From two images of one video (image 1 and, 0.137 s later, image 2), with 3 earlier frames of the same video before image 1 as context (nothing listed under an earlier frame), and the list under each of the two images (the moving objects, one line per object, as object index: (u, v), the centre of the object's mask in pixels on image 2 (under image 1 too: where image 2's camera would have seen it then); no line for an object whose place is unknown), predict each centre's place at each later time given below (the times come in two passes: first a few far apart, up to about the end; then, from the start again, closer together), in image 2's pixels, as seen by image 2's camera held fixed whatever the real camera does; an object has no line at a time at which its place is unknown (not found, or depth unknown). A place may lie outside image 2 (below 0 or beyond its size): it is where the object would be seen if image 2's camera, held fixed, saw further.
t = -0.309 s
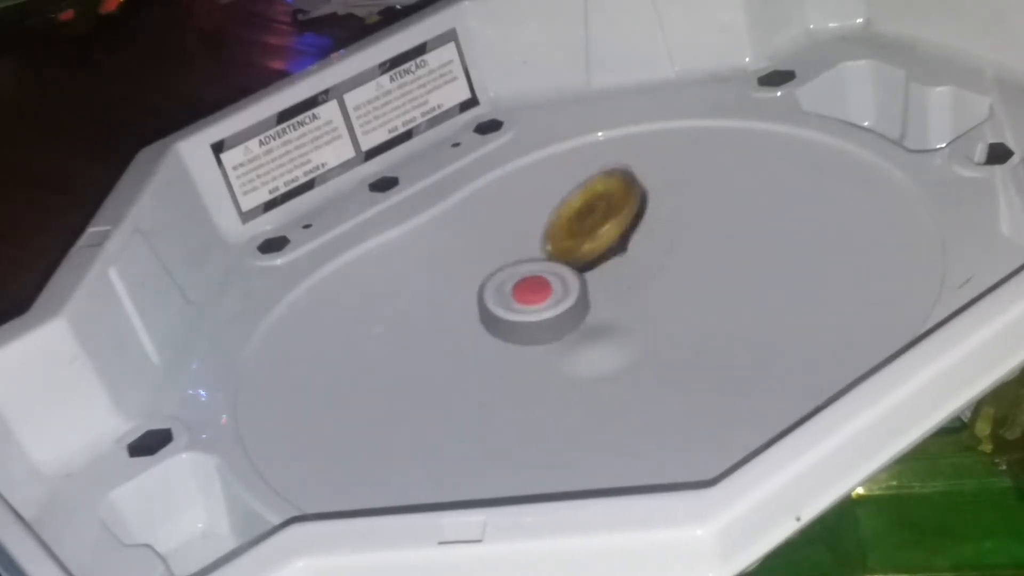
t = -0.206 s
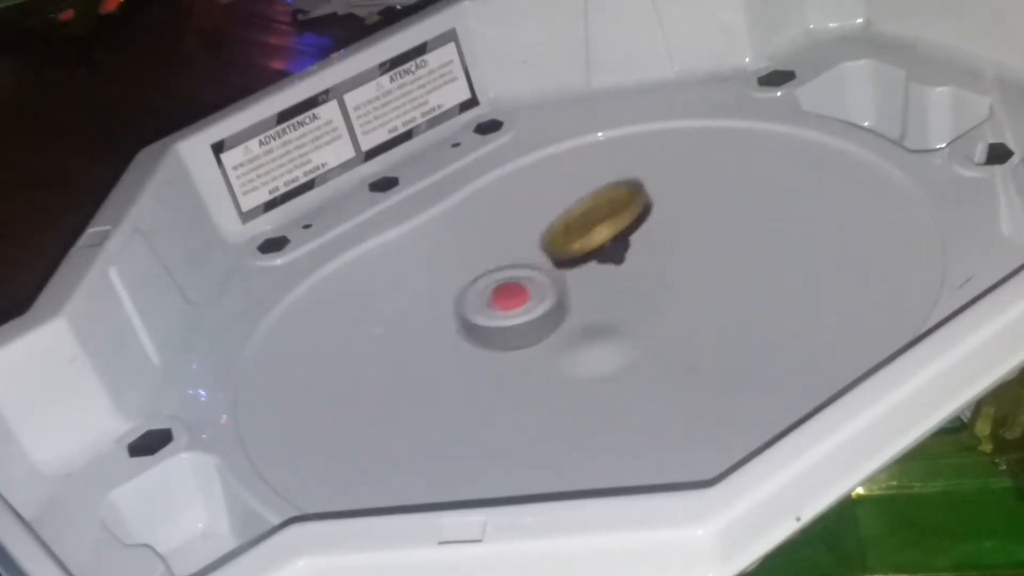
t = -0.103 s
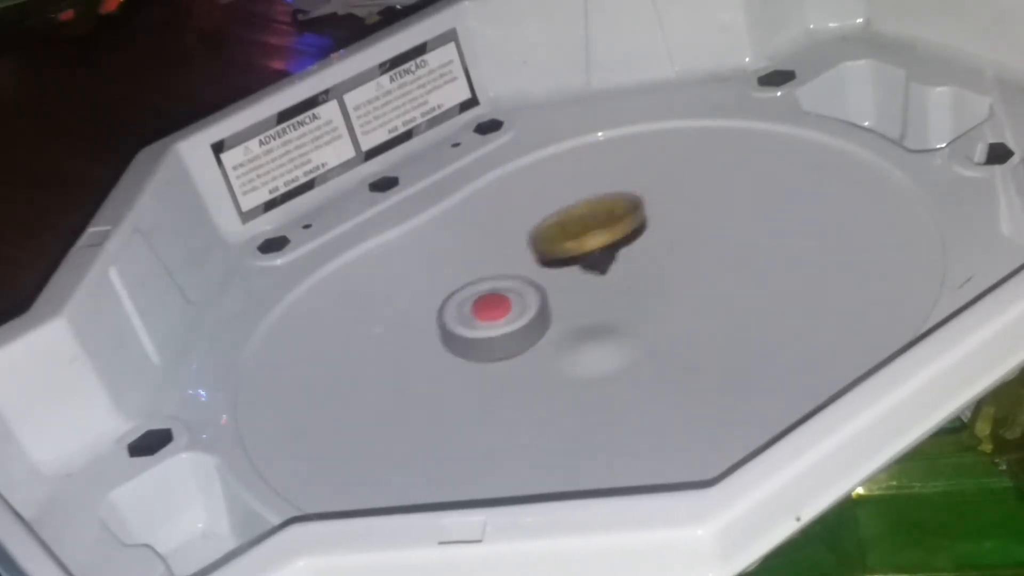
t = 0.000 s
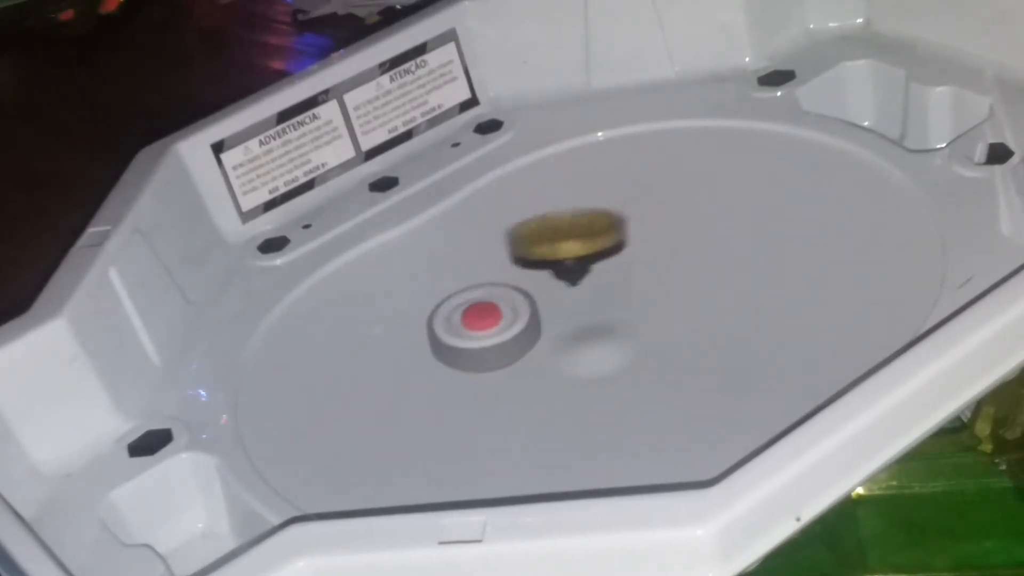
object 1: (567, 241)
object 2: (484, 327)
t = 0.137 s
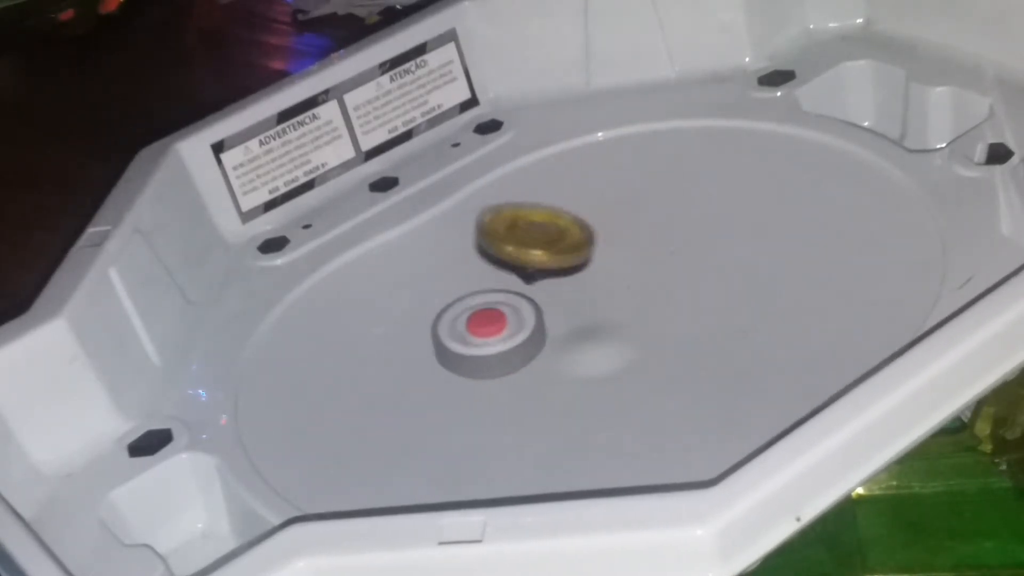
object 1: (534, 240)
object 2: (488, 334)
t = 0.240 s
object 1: (522, 234)
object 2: (502, 329)
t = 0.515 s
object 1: (541, 207)
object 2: (524, 314)
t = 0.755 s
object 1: (575, 209)
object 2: (543, 316)
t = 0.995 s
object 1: (571, 235)
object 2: (522, 312)
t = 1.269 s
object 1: (528, 244)
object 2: (507, 332)
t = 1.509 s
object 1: (506, 231)
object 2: (521, 323)
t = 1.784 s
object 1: (552, 207)
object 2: (541, 333)
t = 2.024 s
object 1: (558, 228)
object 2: (545, 333)
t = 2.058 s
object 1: (555, 232)
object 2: (543, 332)
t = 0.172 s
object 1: (528, 238)
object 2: (493, 332)
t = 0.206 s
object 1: (526, 236)
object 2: (497, 331)
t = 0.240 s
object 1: (522, 234)
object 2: (502, 329)
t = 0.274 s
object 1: (520, 231)
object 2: (507, 325)
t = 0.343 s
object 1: (521, 226)
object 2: (516, 318)
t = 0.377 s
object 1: (523, 224)
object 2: (519, 314)
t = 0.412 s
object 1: (526, 222)
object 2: (523, 310)
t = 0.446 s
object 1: (530, 220)
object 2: (525, 305)
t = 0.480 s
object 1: (535, 217)
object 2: (526, 308)
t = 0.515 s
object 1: (541, 207)
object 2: (524, 314)
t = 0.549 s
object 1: (549, 201)
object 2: (525, 319)
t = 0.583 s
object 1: (555, 201)
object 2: (530, 322)
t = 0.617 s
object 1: (559, 201)
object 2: (533, 324)
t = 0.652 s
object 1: (565, 202)
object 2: (538, 325)
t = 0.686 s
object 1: (567, 204)
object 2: (542, 323)
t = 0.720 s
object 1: (571, 205)
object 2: (542, 320)
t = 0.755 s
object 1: (575, 209)
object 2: (543, 316)
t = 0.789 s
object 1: (575, 213)
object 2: (542, 311)
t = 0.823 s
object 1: (577, 216)
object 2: (542, 308)
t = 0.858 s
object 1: (576, 219)
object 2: (538, 305)
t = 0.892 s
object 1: (576, 224)
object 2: (535, 306)
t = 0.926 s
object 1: (576, 228)
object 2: (532, 307)
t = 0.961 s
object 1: (572, 233)
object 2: (527, 309)
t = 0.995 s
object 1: (571, 235)
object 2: (522, 312)
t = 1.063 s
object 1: (564, 239)
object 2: (514, 319)
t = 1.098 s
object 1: (558, 241)
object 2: (512, 321)
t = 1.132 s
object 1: (549, 244)
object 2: (509, 325)
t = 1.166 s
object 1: (544, 245)
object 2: (508, 328)
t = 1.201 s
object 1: (540, 245)
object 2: (507, 330)
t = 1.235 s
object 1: (533, 245)
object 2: (507, 332)
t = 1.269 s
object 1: (528, 244)
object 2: (507, 332)
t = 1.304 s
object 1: (522, 243)
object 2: (508, 333)
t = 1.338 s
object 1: (517, 241)
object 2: (509, 333)
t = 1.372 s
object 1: (513, 240)
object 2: (510, 333)
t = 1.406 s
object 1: (508, 238)
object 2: (512, 332)
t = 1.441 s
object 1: (505, 235)
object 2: (516, 329)
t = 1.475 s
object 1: (504, 233)
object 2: (519, 326)
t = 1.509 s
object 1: (506, 231)
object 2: (521, 323)
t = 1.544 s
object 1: (507, 231)
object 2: (524, 319)
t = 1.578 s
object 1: (509, 230)
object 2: (526, 316)
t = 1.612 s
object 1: (514, 229)
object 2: (529, 313)
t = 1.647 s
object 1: (521, 223)
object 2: (528, 317)
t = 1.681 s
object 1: (530, 213)
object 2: (530, 324)
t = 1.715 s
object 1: (539, 208)
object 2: (532, 328)
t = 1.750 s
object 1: (546, 207)
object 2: (537, 332)
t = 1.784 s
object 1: (552, 207)
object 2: (541, 333)
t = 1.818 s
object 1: (555, 210)
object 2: (545, 336)
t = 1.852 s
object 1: (555, 212)
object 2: (549, 336)
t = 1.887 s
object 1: (558, 212)
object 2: (552, 337)
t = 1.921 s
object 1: (559, 216)
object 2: (552, 335)
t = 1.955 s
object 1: (559, 221)
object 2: (550, 335)
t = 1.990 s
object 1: (560, 223)
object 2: (548, 333)
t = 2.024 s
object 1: (558, 228)
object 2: (545, 333)
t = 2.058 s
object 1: (555, 232)
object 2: (543, 332)
